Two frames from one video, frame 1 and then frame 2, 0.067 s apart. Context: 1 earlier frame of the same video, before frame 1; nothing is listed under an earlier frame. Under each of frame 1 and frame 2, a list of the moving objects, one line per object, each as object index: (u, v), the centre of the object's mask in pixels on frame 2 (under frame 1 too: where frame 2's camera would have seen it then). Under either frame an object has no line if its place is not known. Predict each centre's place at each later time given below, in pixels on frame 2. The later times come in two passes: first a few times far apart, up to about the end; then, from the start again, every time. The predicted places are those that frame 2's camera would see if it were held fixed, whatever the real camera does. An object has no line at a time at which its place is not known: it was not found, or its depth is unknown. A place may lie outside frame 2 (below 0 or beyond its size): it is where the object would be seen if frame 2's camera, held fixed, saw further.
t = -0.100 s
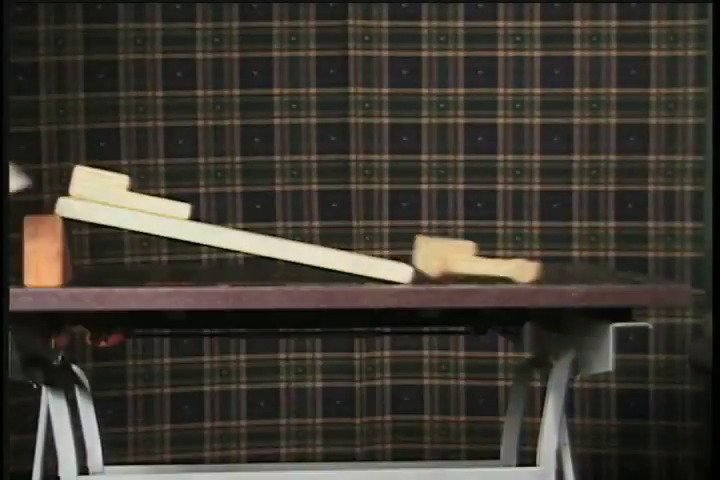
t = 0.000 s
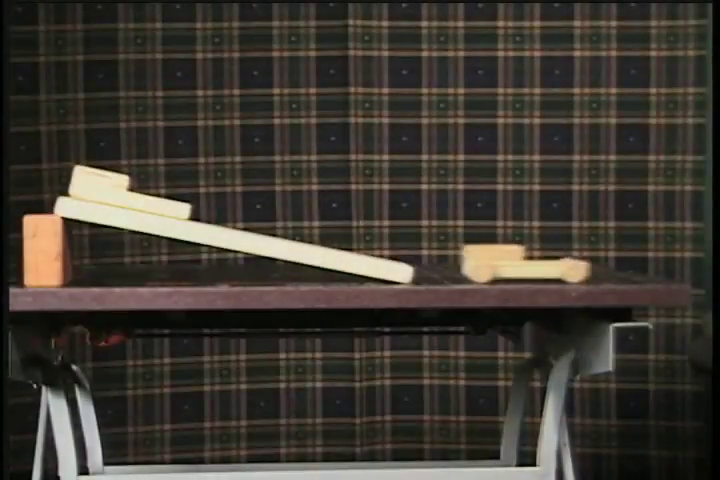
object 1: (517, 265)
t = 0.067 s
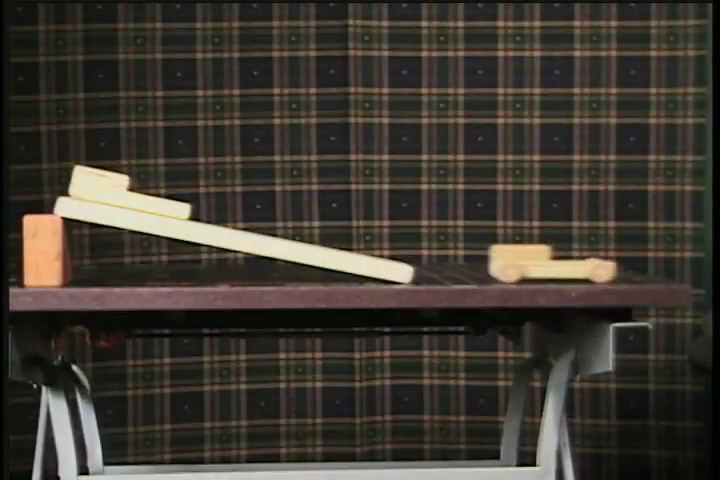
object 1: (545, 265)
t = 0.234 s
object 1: (586, 265)
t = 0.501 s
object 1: (598, 265)
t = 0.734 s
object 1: (597, 265)
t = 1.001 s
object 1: (597, 265)
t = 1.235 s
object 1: (597, 265)
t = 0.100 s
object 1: (556, 265)
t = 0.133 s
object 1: (566, 265)
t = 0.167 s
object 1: (574, 265)
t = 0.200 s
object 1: (581, 265)
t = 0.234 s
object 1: (586, 265)
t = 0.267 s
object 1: (591, 265)
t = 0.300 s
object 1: (595, 265)
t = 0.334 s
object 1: (597, 265)
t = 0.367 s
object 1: (599, 265)
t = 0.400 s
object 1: (599, 265)
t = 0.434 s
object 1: (599, 265)
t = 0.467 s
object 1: (598, 265)
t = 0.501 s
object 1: (598, 265)
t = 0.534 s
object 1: (599, 265)
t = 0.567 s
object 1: (599, 265)
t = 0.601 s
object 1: (597, 265)
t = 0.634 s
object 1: (597, 265)
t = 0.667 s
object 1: (597, 265)
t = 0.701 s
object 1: (597, 265)
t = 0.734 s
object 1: (597, 265)
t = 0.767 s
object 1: (597, 265)
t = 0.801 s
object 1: (597, 265)
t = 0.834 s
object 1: (597, 265)
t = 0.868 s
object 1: (597, 265)
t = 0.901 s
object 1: (597, 265)
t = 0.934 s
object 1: (597, 265)
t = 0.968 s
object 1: (597, 265)
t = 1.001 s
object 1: (597, 265)
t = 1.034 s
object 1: (597, 265)
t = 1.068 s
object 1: (597, 265)
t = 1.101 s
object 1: (597, 265)
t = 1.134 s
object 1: (597, 265)
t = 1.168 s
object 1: (597, 265)
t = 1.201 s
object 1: (597, 265)
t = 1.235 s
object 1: (597, 265)
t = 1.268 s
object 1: (599, 265)
